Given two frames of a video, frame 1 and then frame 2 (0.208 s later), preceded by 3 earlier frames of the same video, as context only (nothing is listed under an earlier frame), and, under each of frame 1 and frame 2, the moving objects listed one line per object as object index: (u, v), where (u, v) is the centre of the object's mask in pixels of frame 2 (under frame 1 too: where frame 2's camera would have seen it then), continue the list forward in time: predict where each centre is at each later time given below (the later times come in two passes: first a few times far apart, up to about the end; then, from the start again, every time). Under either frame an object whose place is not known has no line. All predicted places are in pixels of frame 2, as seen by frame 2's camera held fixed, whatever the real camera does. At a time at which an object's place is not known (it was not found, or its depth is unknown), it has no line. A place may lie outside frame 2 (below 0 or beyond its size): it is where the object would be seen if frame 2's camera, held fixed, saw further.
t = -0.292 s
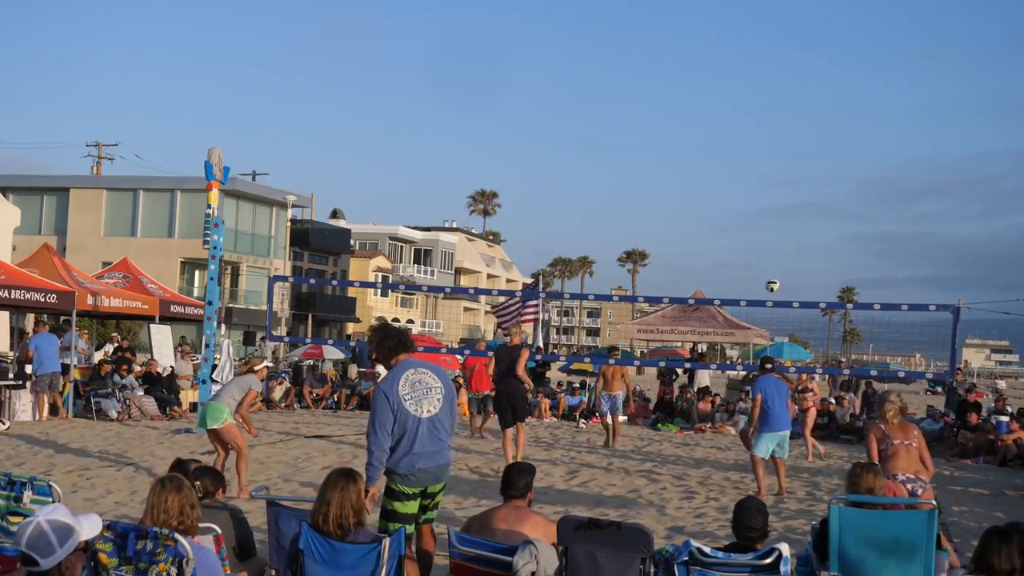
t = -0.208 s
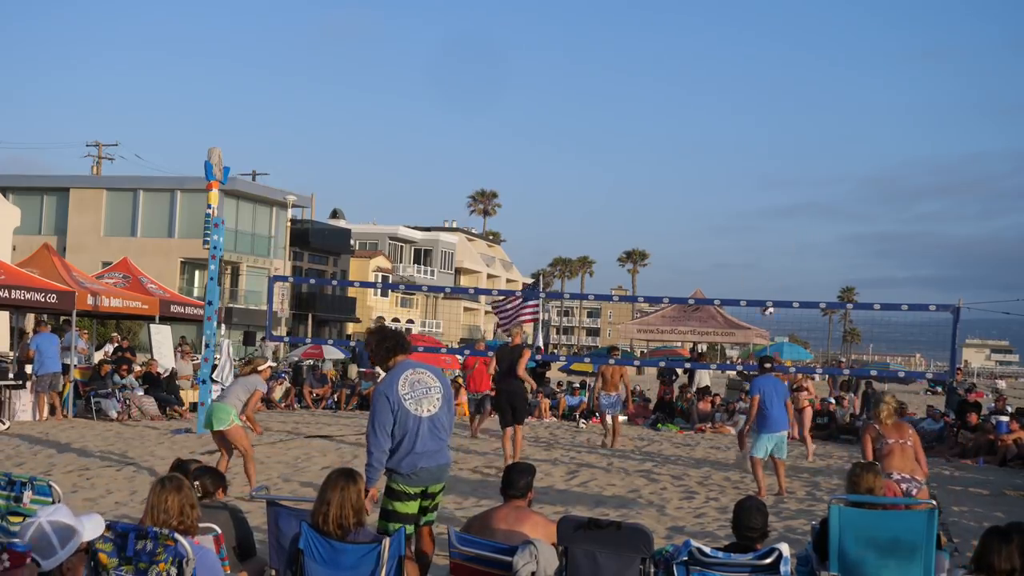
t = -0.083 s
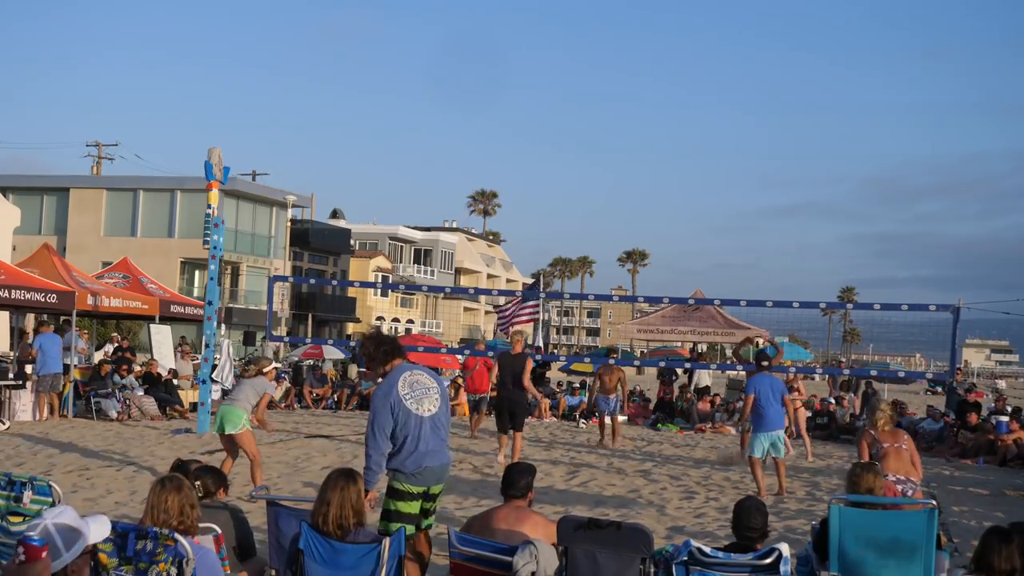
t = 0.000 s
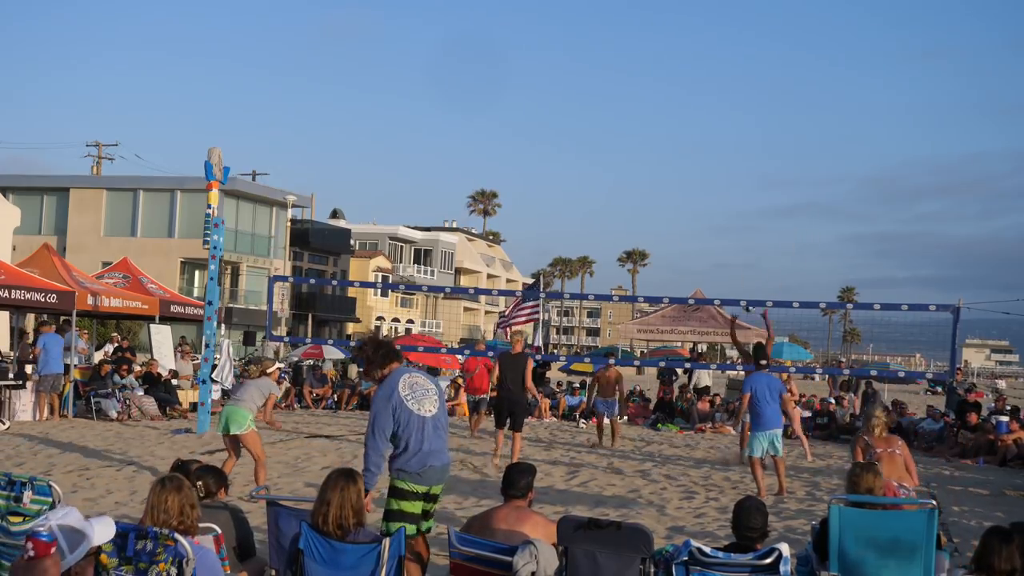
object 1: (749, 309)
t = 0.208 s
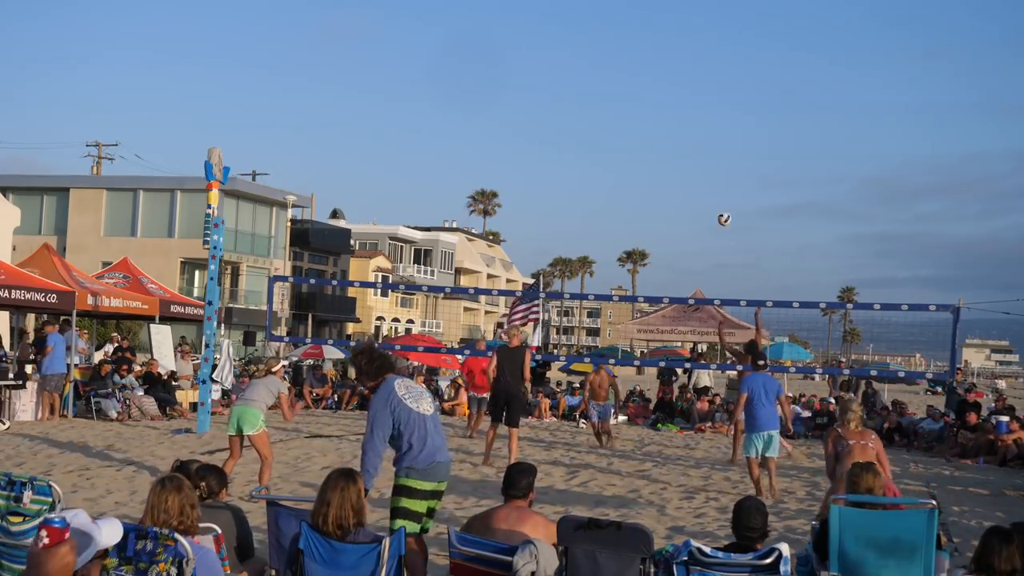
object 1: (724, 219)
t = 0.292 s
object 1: (714, 193)
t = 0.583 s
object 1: (675, 134)
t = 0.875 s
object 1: (635, 129)
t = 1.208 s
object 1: (586, 187)
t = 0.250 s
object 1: (719, 205)
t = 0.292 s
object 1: (714, 193)
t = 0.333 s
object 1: (709, 181)
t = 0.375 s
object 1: (703, 171)
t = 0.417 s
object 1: (697, 161)
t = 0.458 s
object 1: (692, 153)
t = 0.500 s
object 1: (687, 146)
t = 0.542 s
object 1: (681, 139)
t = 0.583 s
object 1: (675, 134)
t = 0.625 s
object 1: (670, 131)
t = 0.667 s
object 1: (664, 128)
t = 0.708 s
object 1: (658, 126)
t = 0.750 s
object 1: (653, 126)
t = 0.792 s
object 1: (647, 126)
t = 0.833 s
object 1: (641, 127)
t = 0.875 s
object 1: (635, 129)
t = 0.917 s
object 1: (629, 133)
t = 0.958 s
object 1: (623, 138)
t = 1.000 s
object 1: (617, 143)
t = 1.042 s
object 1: (611, 150)
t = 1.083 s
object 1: (604, 158)
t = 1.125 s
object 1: (598, 167)
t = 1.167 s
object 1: (592, 176)
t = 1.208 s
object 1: (586, 187)
